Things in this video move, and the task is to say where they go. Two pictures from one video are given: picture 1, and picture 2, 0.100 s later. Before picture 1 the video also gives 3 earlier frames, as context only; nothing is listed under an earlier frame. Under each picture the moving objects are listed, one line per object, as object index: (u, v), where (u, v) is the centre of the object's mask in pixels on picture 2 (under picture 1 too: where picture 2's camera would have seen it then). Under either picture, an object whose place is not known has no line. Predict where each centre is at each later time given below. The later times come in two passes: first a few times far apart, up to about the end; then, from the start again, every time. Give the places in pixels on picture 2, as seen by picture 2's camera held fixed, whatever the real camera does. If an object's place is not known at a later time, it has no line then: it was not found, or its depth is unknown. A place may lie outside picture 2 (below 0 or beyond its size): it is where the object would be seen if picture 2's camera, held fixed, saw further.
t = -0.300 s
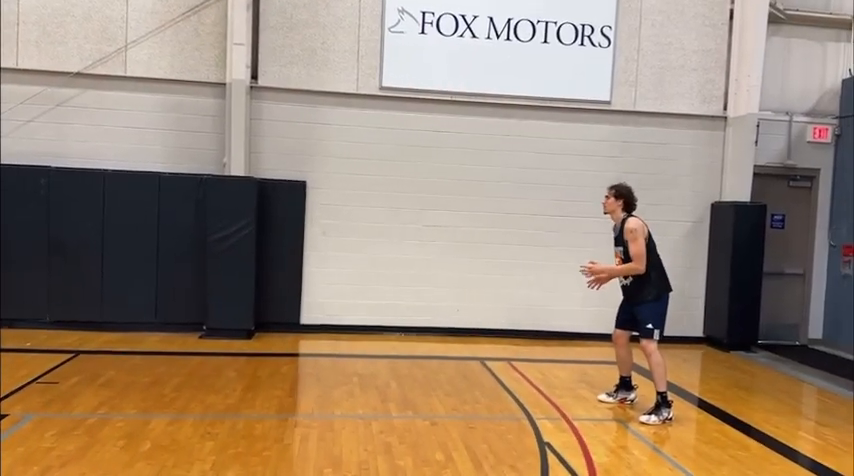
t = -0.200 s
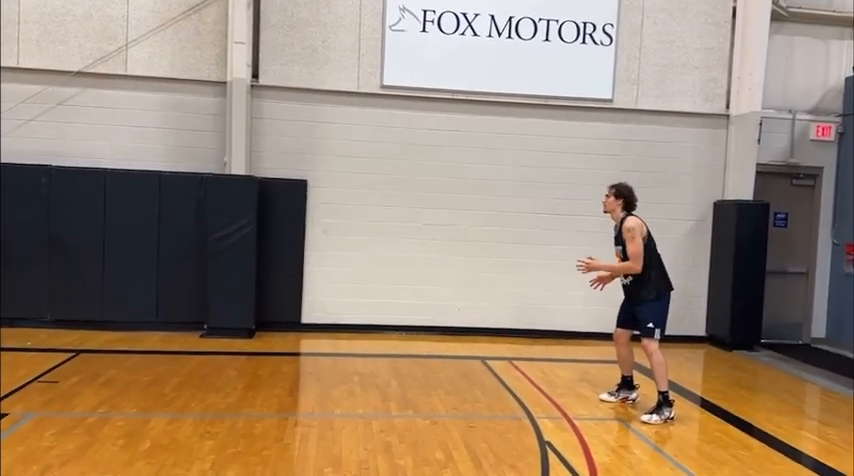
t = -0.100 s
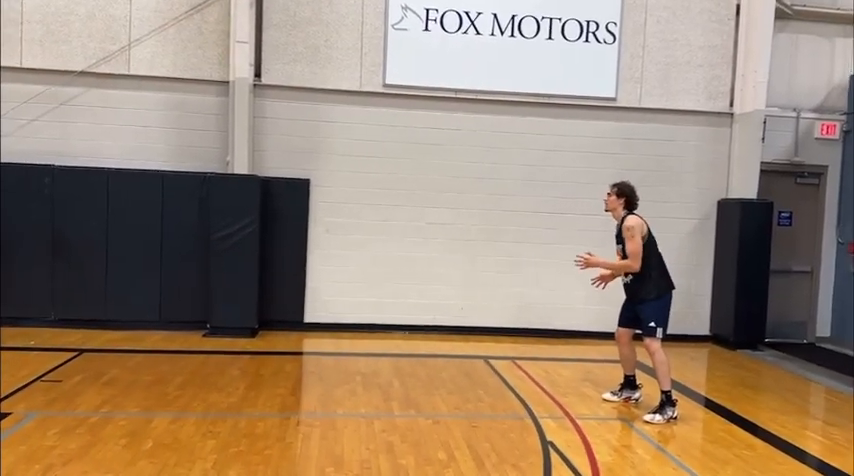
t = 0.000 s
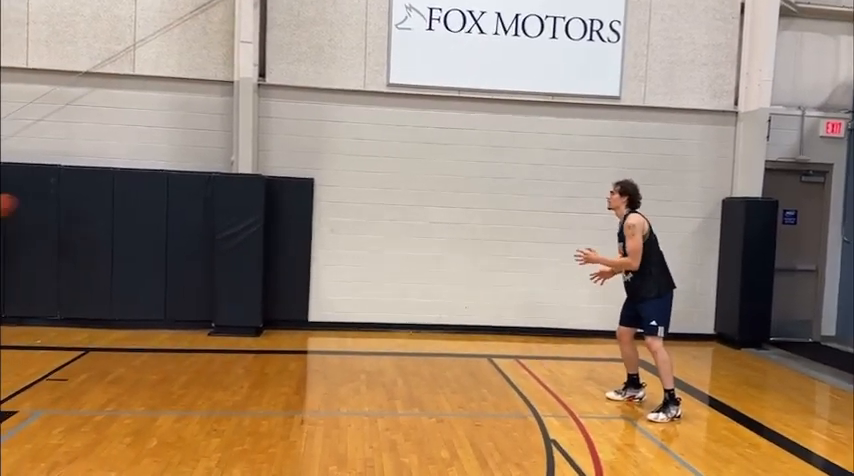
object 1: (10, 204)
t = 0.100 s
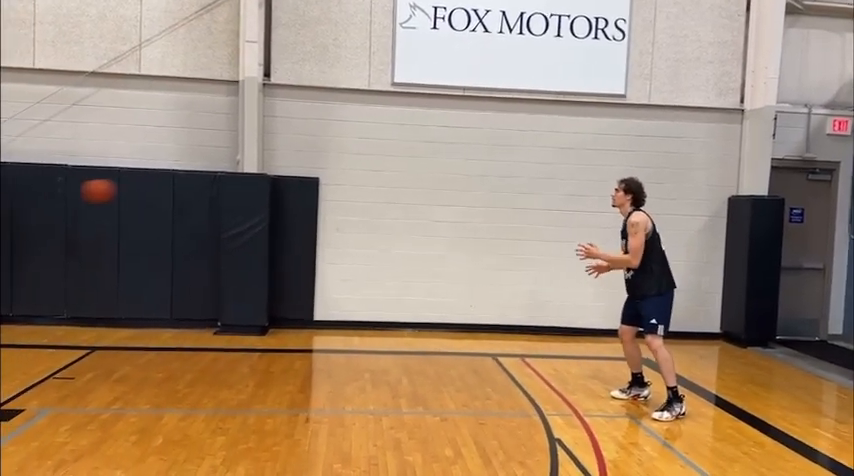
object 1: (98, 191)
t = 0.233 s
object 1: (225, 185)
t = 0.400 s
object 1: (389, 201)
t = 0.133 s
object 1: (129, 187)
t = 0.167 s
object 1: (161, 186)
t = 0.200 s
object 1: (192, 185)
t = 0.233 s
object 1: (225, 185)
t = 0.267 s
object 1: (258, 186)
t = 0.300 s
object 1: (290, 188)
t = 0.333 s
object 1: (322, 191)
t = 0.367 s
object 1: (356, 196)
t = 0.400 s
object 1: (389, 201)
